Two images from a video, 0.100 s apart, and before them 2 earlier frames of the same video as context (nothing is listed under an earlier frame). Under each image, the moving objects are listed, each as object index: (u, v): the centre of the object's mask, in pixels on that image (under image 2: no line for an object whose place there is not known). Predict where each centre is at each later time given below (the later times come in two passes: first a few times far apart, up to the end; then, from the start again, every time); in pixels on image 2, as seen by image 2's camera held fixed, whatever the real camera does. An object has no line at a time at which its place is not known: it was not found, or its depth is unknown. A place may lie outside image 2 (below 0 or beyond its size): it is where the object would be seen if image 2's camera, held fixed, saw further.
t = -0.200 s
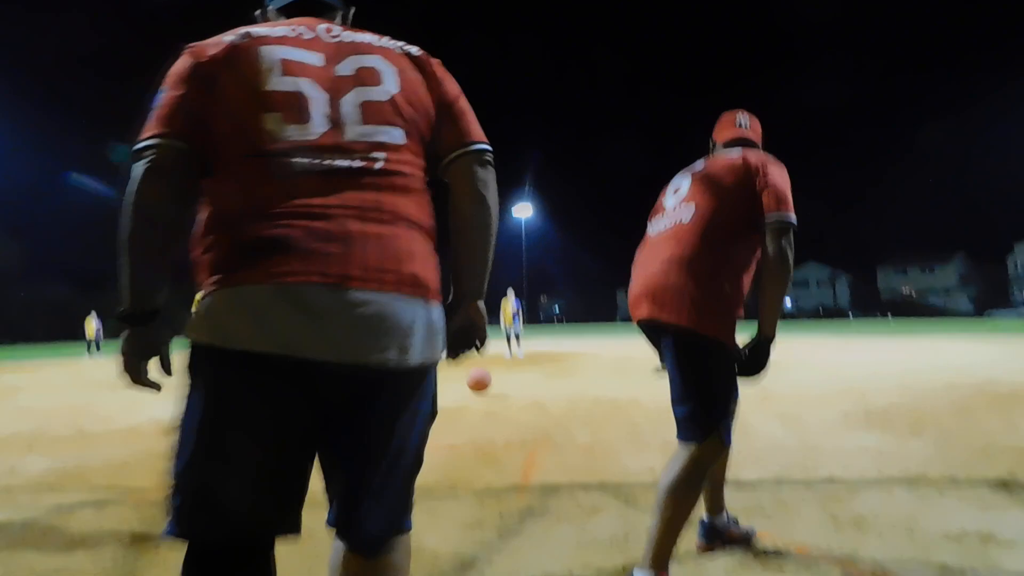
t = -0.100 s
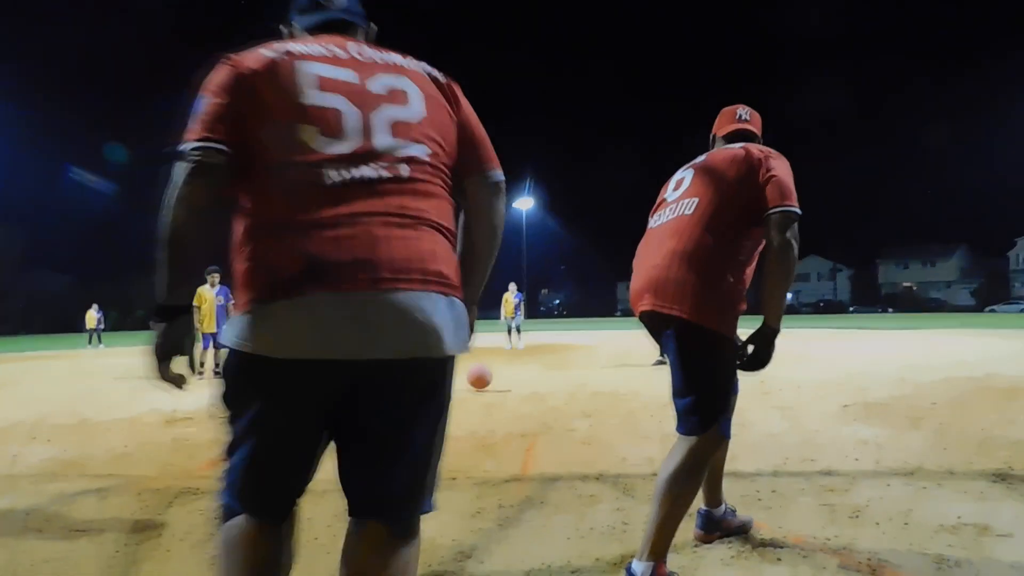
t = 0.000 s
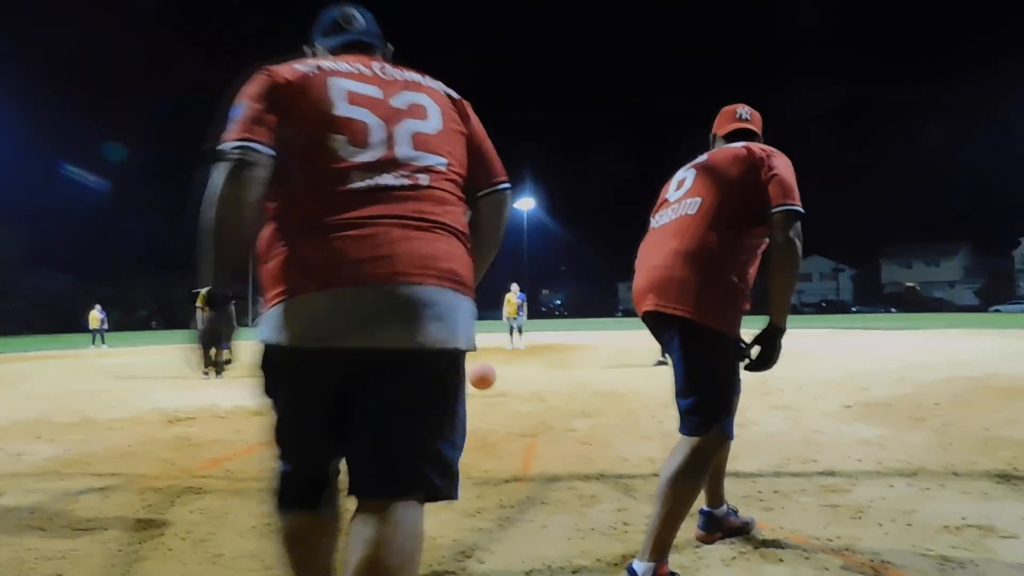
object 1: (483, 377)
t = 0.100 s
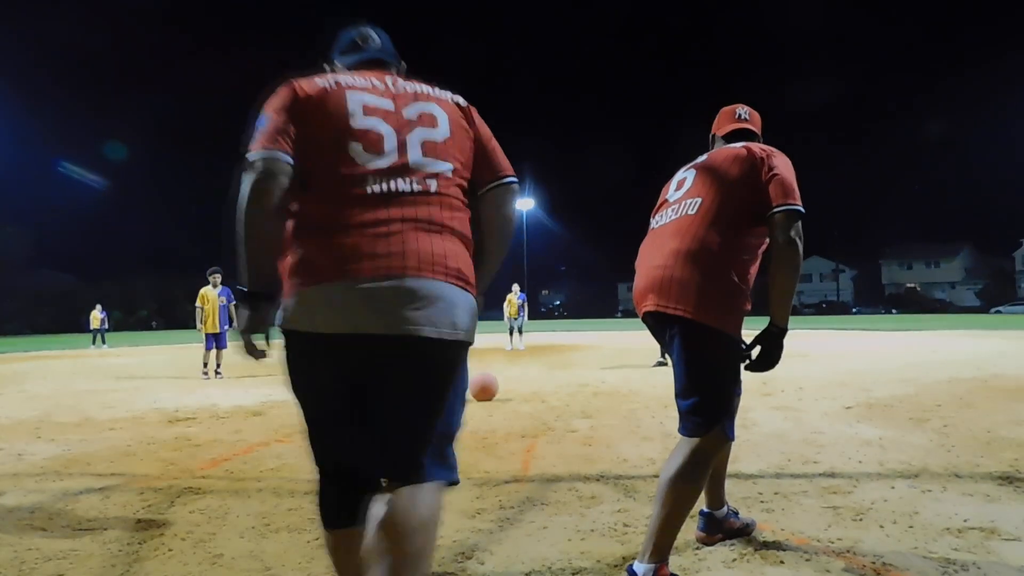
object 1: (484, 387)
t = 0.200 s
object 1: (492, 384)
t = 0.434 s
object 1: (495, 396)
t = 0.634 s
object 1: (512, 404)
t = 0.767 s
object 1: (513, 413)
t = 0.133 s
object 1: (485, 386)
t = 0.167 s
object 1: (489, 385)
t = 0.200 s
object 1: (492, 384)
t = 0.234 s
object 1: (494, 385)
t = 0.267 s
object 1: (495, 387)
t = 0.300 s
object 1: (496, 391)
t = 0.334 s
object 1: (494, 393)
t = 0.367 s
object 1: (493, 393)
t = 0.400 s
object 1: (494, 394)
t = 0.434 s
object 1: (495, 396)
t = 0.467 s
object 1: (497, 399)
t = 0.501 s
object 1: (500, 400)
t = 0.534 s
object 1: (502, 401)
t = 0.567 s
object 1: (505, 403)
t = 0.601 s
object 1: (508, 404)
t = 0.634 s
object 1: (512, 404)
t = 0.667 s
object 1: (515, 406)
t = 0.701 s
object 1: (517, 407)
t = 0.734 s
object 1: (514, 413)
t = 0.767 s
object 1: (513, 413)
